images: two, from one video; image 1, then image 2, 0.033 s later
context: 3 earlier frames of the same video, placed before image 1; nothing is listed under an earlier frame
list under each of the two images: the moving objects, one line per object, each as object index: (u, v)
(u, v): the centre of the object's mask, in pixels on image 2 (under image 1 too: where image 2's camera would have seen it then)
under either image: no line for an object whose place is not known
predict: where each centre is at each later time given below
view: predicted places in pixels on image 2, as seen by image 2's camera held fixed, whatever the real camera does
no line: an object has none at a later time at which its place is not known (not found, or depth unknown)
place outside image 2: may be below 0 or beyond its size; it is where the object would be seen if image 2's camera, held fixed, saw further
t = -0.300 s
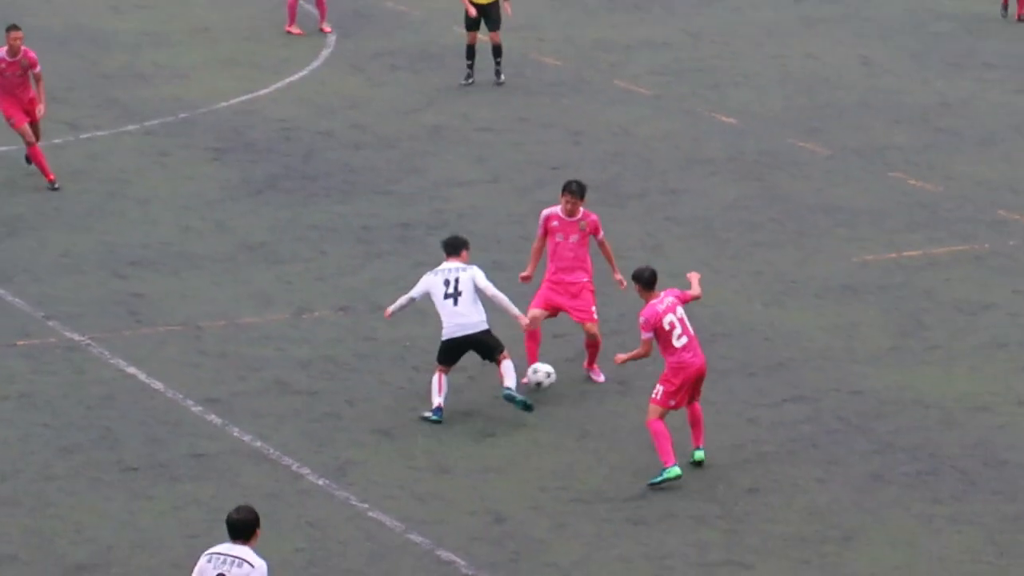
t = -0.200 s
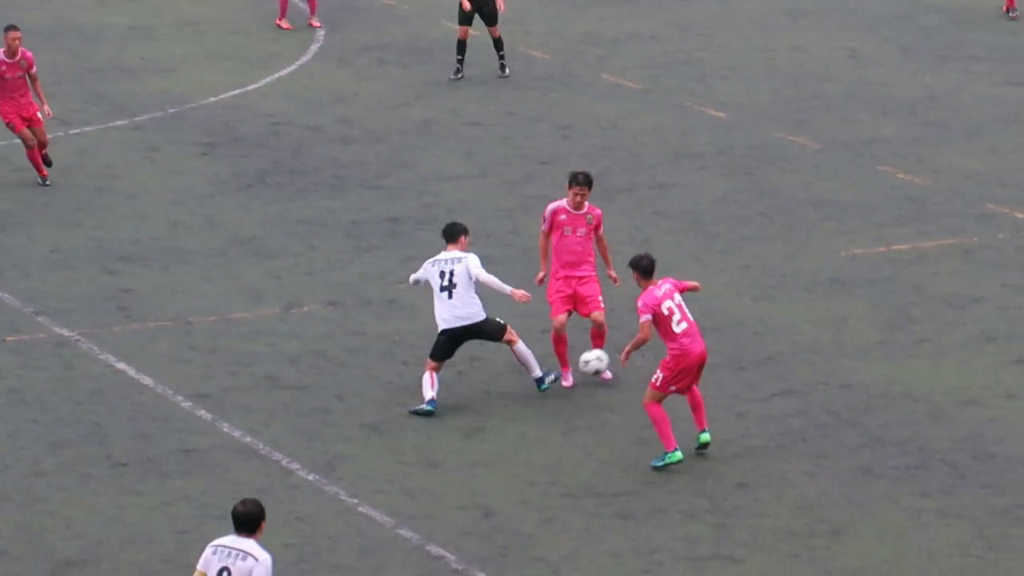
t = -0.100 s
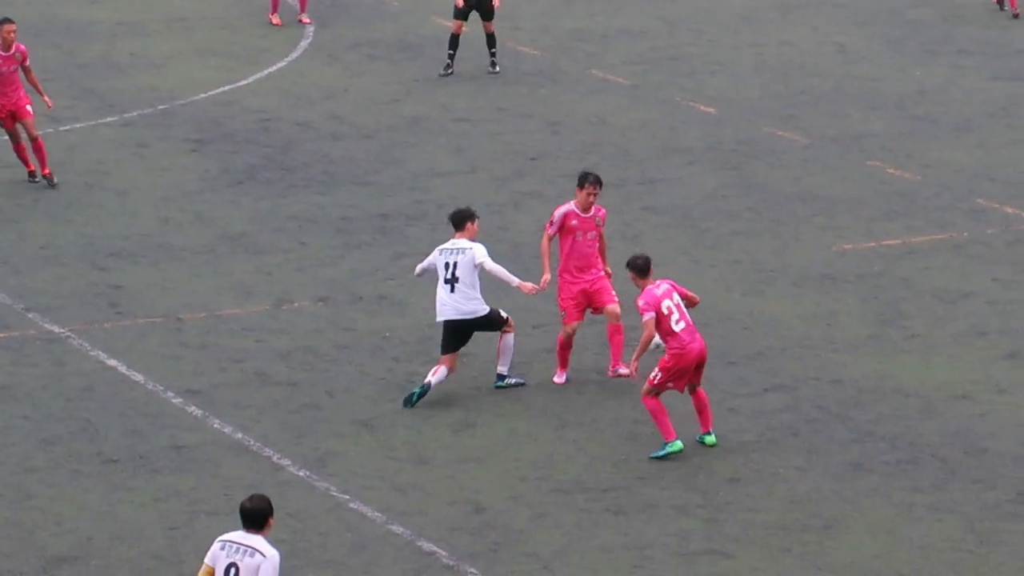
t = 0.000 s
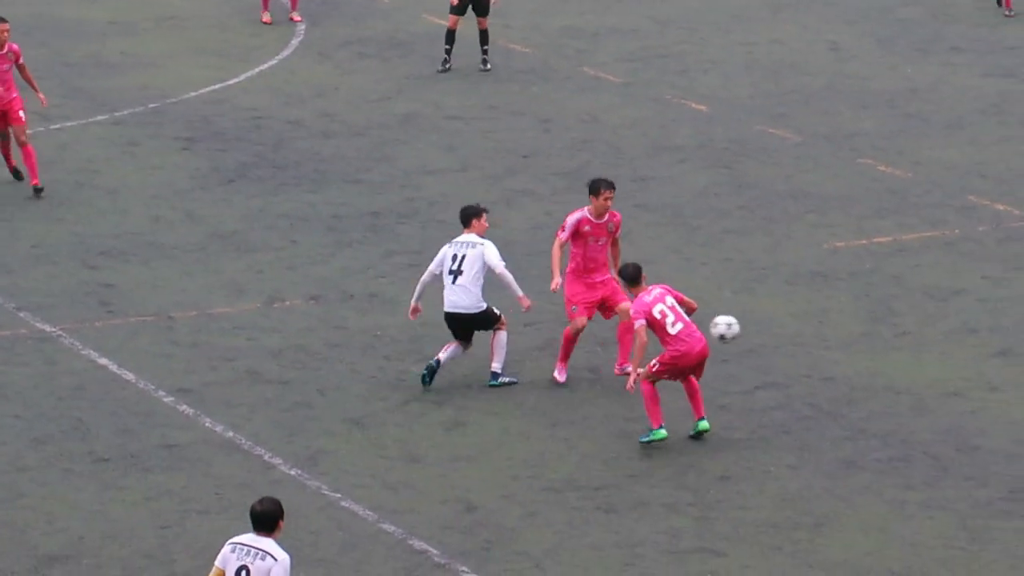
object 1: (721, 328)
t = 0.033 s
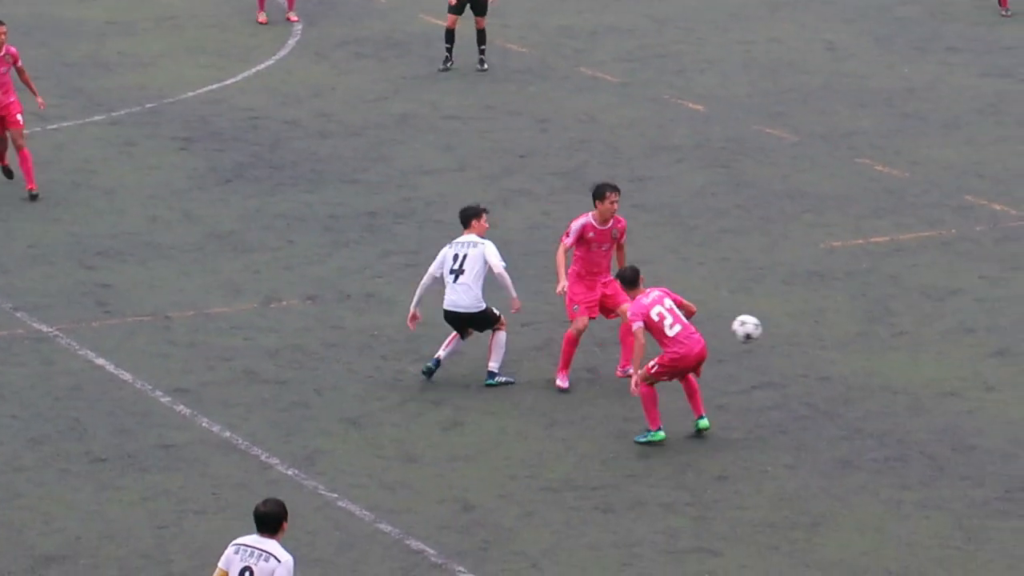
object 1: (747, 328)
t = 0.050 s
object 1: (758, 328)
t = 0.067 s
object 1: (771, 330)
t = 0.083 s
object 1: (784, 331)
